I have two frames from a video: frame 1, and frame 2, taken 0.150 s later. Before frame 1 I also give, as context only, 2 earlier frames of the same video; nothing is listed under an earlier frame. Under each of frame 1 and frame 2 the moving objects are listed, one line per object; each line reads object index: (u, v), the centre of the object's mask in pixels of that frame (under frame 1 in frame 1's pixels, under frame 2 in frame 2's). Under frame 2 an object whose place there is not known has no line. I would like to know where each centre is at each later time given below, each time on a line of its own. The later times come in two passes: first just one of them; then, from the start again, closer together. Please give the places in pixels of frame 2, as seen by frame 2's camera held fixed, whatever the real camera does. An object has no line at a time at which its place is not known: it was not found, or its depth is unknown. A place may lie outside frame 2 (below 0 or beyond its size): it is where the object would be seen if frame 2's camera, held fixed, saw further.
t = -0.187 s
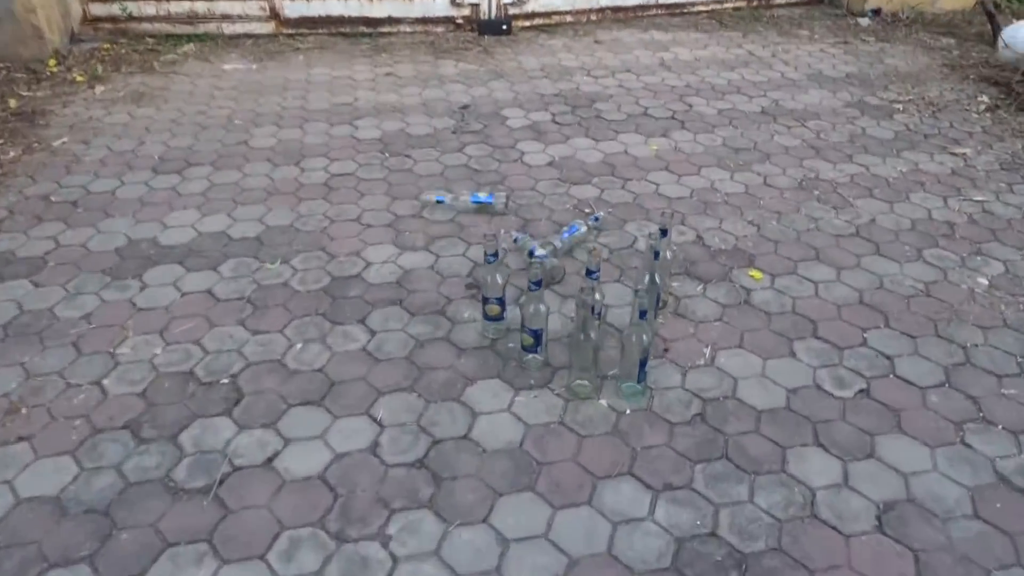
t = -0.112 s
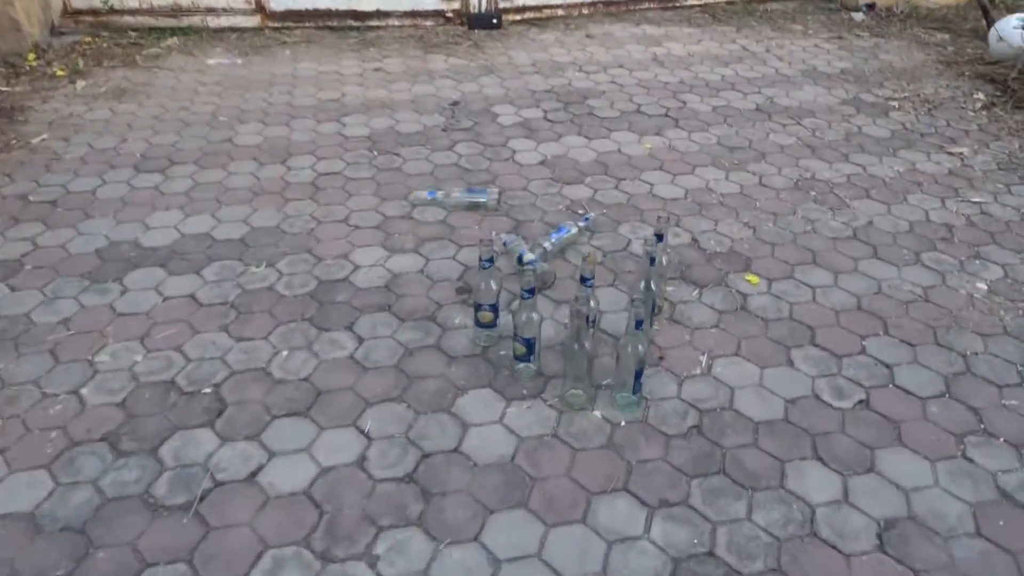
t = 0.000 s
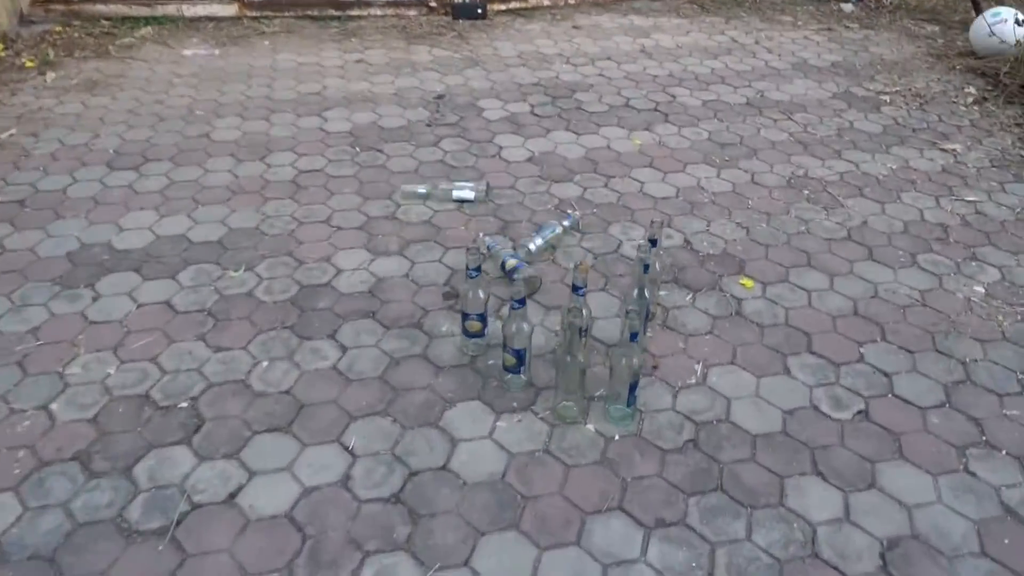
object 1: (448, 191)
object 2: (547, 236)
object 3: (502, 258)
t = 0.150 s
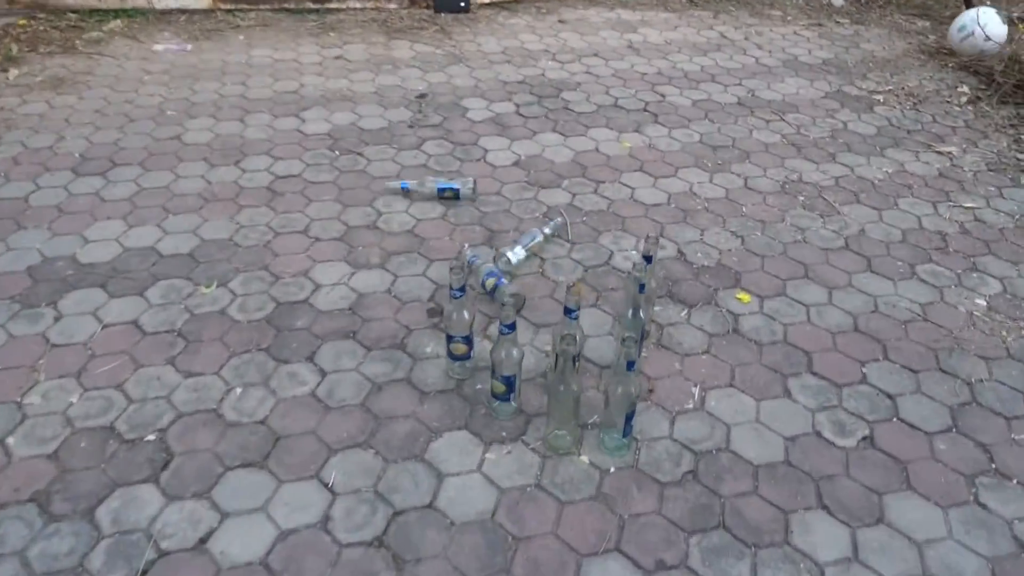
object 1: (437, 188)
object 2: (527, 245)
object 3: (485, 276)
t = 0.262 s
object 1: (440, 179)
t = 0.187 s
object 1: (438, 185)
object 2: (526, 244)
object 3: (484, 276)
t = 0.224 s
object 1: (440, 182)
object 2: (523, 244)
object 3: (485, 278)
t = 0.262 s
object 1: (440, 179)
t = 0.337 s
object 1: (440, 177)
